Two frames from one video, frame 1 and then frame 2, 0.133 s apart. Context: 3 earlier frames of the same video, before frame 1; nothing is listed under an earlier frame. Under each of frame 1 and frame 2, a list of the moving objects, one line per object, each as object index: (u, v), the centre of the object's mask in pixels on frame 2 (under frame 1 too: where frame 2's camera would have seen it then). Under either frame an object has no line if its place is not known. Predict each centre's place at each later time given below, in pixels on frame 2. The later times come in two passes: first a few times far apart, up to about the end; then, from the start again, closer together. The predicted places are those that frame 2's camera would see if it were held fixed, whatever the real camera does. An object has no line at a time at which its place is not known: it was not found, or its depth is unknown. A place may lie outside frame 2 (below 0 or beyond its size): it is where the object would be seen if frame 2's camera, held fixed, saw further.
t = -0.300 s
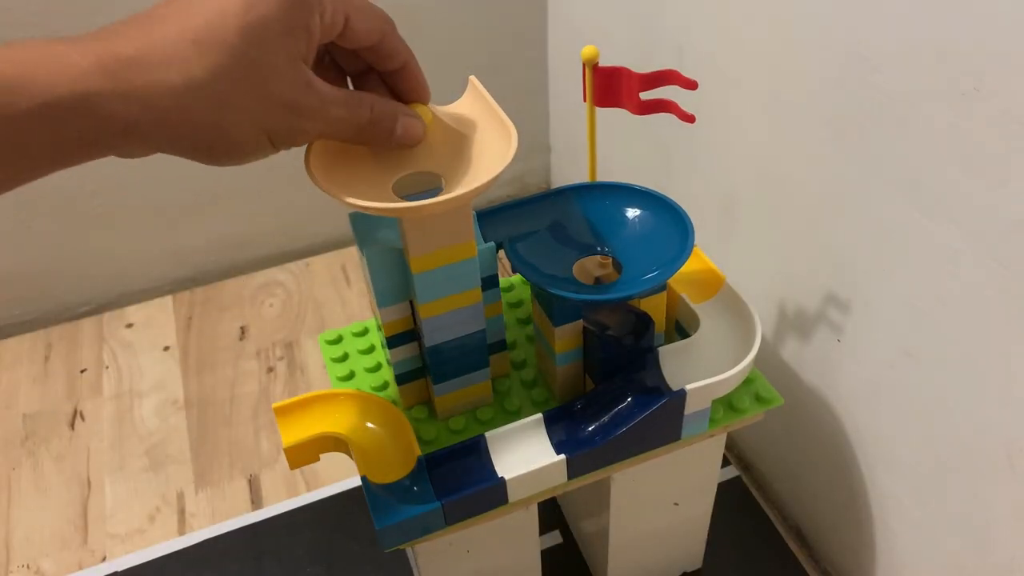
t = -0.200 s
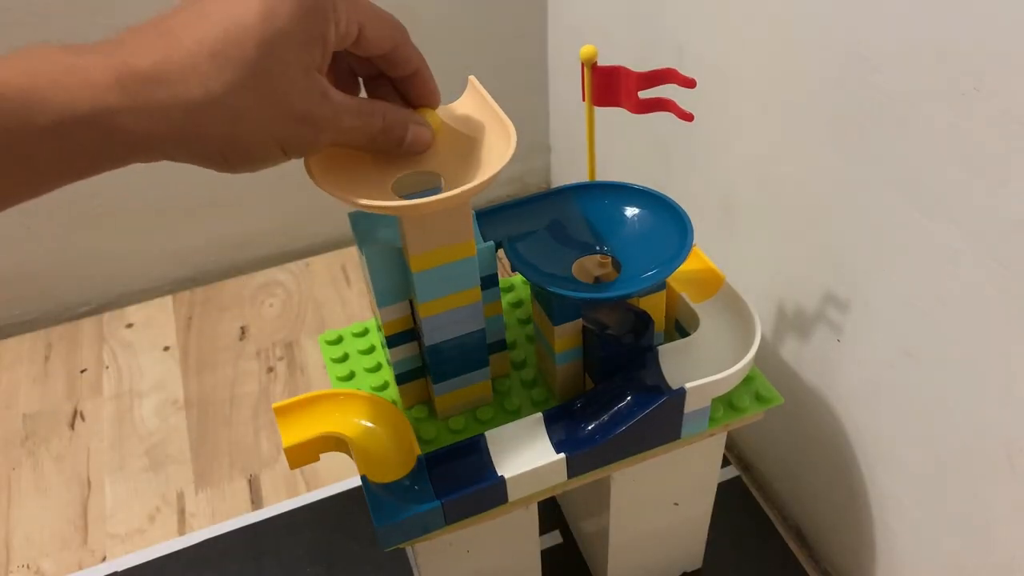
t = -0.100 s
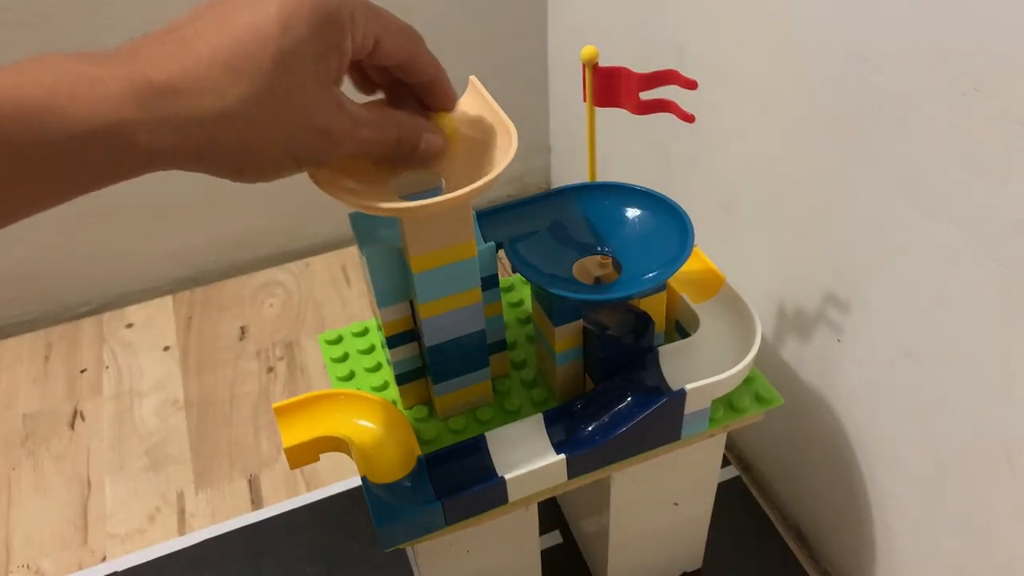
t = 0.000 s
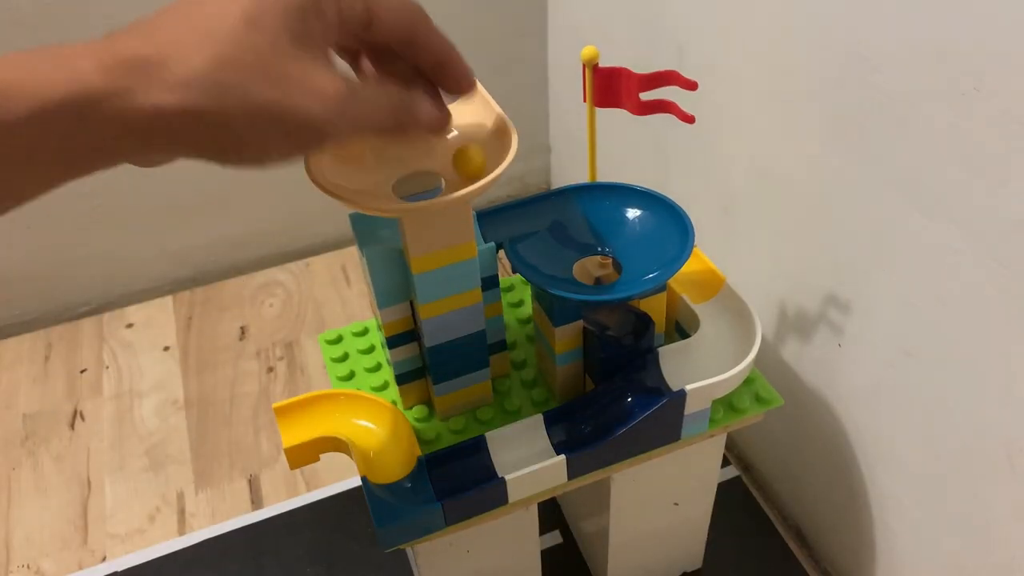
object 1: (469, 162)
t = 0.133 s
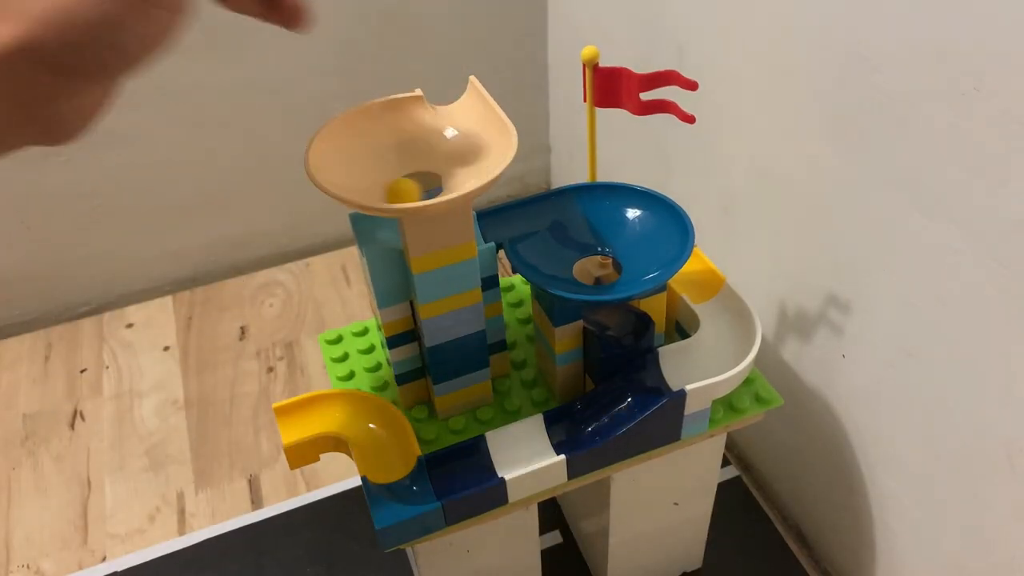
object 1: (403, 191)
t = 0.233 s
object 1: (358, 178)
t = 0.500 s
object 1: (464, 152)
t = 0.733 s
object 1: (379, 187)
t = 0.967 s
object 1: (426, 147)
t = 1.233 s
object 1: (408, 189)
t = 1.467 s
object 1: (401, 150)
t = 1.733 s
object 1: (430, 186)
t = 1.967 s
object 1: (383, 155)
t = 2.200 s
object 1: (451, 175)
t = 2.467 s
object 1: (380, 168)
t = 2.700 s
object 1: (443, 165)
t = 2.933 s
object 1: (398, 186)
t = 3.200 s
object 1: (426, 155)
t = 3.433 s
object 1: (406, 188)
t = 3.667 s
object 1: (419, 168)
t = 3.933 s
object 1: (495, 230)
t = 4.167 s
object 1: (657, 237)
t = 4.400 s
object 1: (552, 269)
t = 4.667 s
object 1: (606, 233)
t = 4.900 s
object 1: (599, 282)
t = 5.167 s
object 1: (596, 204)
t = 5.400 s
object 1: (598, 282)
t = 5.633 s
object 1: (580, 237)
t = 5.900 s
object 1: (610, 266)
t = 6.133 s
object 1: (554, 253)
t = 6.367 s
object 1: (648, 252)
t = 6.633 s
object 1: (581, 225)
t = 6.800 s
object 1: (607, 265)
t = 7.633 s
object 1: (695, 280)
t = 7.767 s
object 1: (724, 316)
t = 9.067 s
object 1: (263, 513)
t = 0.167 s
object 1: (382, 189)
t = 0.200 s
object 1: (365, 185)
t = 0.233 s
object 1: (358, 178)
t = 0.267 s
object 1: (357, 168)
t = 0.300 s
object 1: (364, 159)
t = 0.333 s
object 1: (378, 150)
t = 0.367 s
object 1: (397, 144)
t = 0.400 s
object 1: (418, 142)
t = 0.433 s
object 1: (437, 142)
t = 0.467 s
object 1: (453, 145)
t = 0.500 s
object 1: (464, 152)
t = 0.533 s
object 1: (469, 161)
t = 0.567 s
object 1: (465, 170)
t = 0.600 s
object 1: (453, 178)
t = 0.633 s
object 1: (436, 185)
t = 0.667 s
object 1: (416, 188)
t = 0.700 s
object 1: (398, 190)
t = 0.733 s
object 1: (379, 187)
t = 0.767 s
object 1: (367, 179)
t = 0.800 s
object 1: (362, 169)
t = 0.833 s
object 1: (365, 160)
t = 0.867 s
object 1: (374, 152)
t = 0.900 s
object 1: (389, 148)
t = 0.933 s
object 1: (407, 146)
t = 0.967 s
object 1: (426, 147)
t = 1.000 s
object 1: (443, 151)
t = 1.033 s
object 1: (456, 157)
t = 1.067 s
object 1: (462, 163)
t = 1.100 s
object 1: (462, 170)
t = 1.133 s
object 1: (454, 177)
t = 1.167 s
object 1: (441, 183)
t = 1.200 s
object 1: (423, 187)
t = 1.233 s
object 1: (408, 189)
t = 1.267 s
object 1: (391, 187)
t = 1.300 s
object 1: (376, 181)
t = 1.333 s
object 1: (369, 172)
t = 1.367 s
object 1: (368, 163)
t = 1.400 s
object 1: (374, 156)
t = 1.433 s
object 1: (386, 151)
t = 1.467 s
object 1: (401, 150)
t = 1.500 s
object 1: (418, 151)
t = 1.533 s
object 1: (434, 154)
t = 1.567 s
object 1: (447, 158)
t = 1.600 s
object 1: (455, 164)
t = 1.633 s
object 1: (457, 170)
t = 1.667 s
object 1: (454, 176)
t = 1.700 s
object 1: (443, 182)
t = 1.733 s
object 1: (430, 186)
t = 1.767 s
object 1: (415, 188)
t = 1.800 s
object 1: (400, 187)
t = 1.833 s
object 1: (386, 184)
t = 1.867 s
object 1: (377, 176)
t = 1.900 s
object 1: (373, 167)
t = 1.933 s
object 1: (376, 160)
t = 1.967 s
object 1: (383, 155)
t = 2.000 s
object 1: (395, 152)
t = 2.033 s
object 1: (410, 152)
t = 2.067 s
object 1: (425, 154)
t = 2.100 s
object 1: (437, 158)
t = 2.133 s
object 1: (446, 163)
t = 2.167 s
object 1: (451, 169)
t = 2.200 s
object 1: (451, 175)
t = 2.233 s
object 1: (444, 180)
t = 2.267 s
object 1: (434, 184)
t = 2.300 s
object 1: (422, 187)
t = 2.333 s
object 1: (409, 188)
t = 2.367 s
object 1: (396, 186)
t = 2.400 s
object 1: (386, 182)
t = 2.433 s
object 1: (381, 175)
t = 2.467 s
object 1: (380, 168)
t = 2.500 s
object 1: (383, 161)
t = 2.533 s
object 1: (391, 156)
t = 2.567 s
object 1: (402, 153)
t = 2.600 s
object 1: (414, 153)
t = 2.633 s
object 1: (427, 155)
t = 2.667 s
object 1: (436, 159)
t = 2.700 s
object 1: (443, 165)
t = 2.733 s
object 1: (446, 171)
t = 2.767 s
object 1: (444, 177)
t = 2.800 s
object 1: (438, 182)
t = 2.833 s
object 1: (429, 185)
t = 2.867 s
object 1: (419, 187)
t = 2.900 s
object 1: (408, 188)
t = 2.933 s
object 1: (398, 186)
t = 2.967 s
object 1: (390, 183)
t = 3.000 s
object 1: (385, 176)
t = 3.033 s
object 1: (385, 170)
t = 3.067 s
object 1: (389, 163)
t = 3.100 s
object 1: (396, 158)
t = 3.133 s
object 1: (406, 155)
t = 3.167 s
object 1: (416, 154)
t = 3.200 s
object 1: (426, 155)
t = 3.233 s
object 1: (434, 159)
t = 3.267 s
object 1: (439, 165)
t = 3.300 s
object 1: (439, 172)
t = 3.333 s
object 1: (435, 179)
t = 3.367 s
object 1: (426, 184)
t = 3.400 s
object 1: (416, 187)
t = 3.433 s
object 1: (406, 188)
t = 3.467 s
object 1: (397, 187)
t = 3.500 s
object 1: (391, 185)
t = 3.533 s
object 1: (388, 182)
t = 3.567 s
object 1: (389, 177)
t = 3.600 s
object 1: (393, 171)
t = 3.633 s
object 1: (403, 167)
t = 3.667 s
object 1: (419, 168)
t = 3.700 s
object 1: (428, 179)
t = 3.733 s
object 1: (419, 191)
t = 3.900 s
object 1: (482, 234)
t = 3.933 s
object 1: (495, 230)
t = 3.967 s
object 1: (516, 222)
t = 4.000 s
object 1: (537, 213)
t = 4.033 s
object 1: (561, 210)
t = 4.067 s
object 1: (588, 214)
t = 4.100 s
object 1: (614, 220)
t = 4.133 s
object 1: (640, 228)
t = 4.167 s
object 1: (657, 237)
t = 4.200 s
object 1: (665, 247)
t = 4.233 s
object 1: (662, 257)
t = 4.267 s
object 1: (649, 268)
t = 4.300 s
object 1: (628, 278)
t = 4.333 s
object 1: (601, 282)
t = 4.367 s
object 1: (575, 279)
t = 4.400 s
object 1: (552, 269)
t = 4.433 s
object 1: (538, 253)
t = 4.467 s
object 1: (533, 236)
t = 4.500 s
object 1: (536, 222)
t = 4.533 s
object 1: (543, 208)
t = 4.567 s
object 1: (554, 202)
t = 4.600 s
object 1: (568, 208)
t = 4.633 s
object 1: (587, 219)
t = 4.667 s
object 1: (606, 233)
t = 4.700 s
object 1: (623, 247)
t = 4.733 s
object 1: (636, 259)
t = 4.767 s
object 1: (641, 268)
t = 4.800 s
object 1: (638, 274)
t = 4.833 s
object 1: (629, 278)
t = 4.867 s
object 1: (615, 282)
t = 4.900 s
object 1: (599, 282)
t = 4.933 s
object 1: (583, 280)
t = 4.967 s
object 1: (567, 271)
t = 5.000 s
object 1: (560, 256)
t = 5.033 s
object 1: (559, 239)
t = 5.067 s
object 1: (564, 223)
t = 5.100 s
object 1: (573, 211)
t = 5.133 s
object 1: (583, 204)
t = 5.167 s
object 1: (596, 204)
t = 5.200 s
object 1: (608, 211)
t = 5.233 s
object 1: (617, 224)
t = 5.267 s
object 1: (624, 241)
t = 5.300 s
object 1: (624, 257)
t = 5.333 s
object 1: (619, 271)
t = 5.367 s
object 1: (610, 279)
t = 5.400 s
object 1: (598, 282)
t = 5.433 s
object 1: (585, 282)
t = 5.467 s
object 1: (574, 281)
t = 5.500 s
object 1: (565, 278)
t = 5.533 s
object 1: (561, 273)
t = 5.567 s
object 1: (563, 263)
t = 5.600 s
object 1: (569, 251)
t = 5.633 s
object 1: (580, 237)
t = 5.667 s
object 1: (594, 224)
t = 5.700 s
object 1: (606, 214)
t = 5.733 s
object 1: (617, 210)
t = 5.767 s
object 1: (625, 213)
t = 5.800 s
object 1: (629, 222)
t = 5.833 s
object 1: (628, 236)
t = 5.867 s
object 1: (622, 252)
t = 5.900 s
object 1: (610, 266)
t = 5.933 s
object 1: (588, 271)
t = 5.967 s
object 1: (568, 272)
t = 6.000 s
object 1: (553, 268)
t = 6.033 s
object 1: (543, 263)
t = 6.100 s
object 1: (543, 256)
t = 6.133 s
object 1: (554, 253)
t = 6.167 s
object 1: (570, 251)
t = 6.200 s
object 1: (591, 246)
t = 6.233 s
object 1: (612, 245)
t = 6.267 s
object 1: (630, 245)
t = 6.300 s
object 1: (644, 245)
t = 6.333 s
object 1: (650, 247)
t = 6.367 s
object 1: (648, 252)
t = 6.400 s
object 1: (640, 258)
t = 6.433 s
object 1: (625, 264)
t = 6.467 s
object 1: (607, 269)
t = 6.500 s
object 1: (585, 266)
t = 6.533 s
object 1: (579, 250)
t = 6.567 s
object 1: (578, 240)
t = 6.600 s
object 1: (579, 230)
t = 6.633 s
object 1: (581, 225)
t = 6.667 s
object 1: (586, 224)
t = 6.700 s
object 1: (592, 227)
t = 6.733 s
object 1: (598, 235)
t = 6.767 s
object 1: (603, 244)
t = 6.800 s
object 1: (607, 265)
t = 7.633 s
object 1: (695, 280)
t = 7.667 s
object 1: (702, 288)
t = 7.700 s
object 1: (704, 299)
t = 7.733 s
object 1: (712, 307)
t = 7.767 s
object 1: (724, 316)
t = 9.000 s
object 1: (266, 450)
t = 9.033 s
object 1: (262, 474)
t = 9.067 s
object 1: (263, 513)
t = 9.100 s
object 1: (269, 555)
